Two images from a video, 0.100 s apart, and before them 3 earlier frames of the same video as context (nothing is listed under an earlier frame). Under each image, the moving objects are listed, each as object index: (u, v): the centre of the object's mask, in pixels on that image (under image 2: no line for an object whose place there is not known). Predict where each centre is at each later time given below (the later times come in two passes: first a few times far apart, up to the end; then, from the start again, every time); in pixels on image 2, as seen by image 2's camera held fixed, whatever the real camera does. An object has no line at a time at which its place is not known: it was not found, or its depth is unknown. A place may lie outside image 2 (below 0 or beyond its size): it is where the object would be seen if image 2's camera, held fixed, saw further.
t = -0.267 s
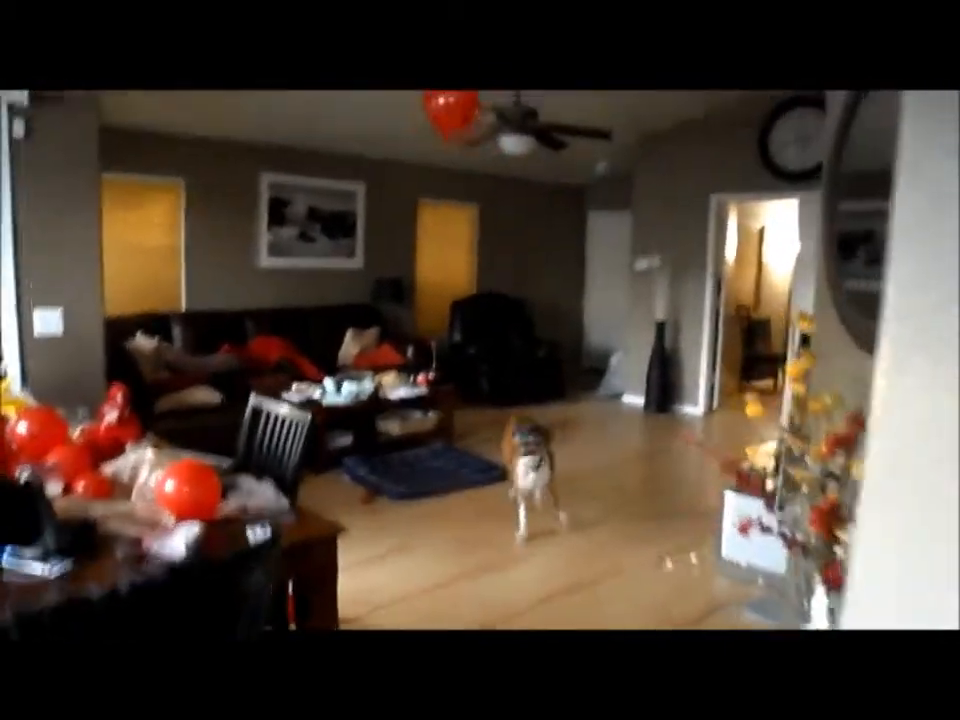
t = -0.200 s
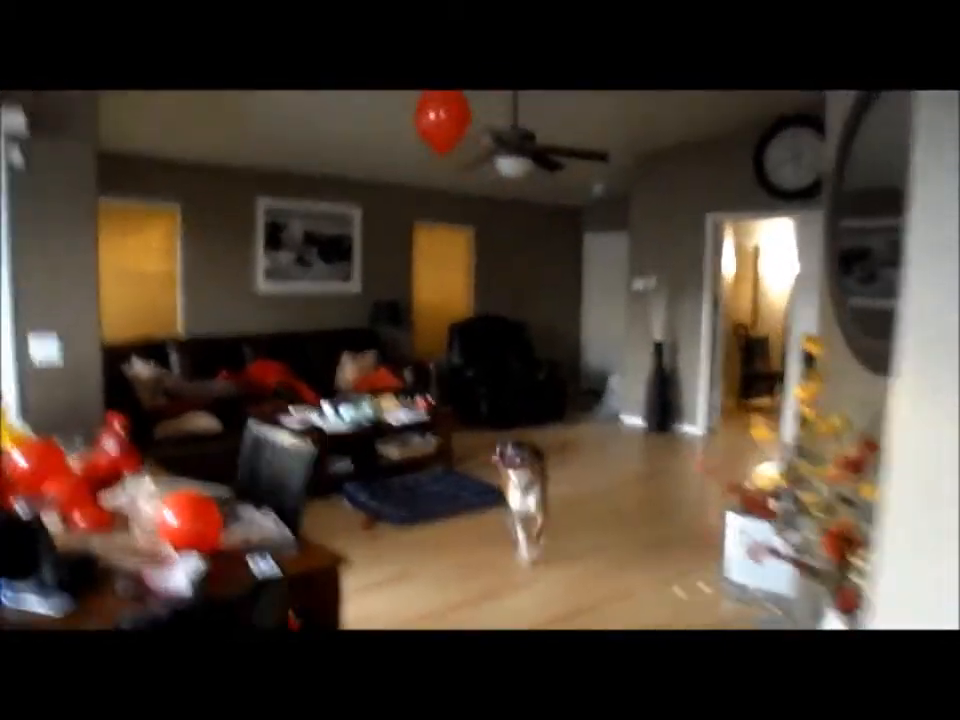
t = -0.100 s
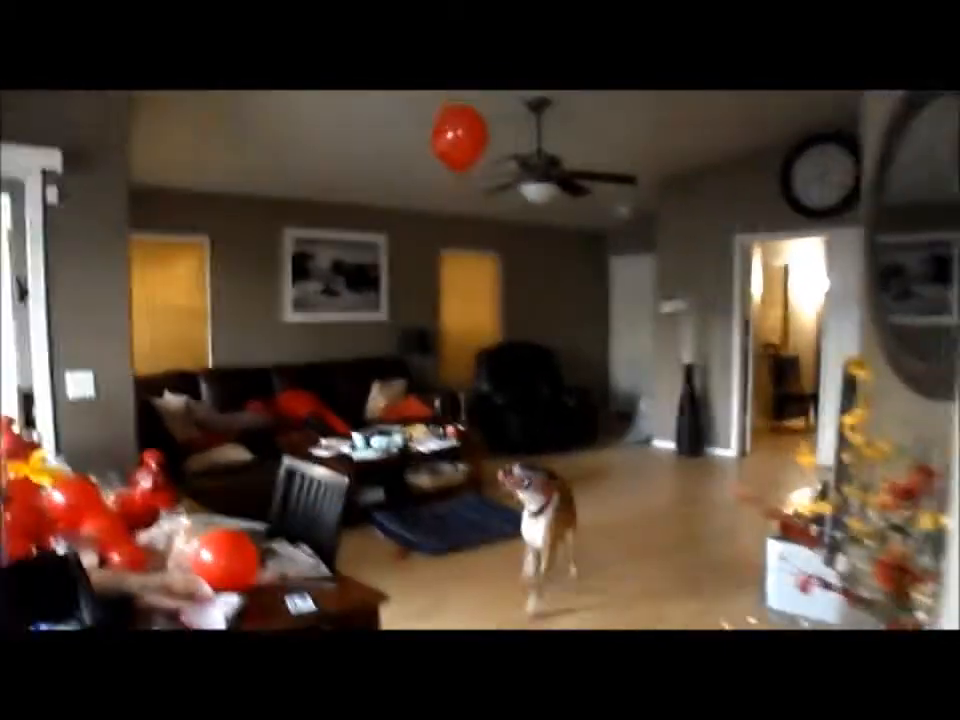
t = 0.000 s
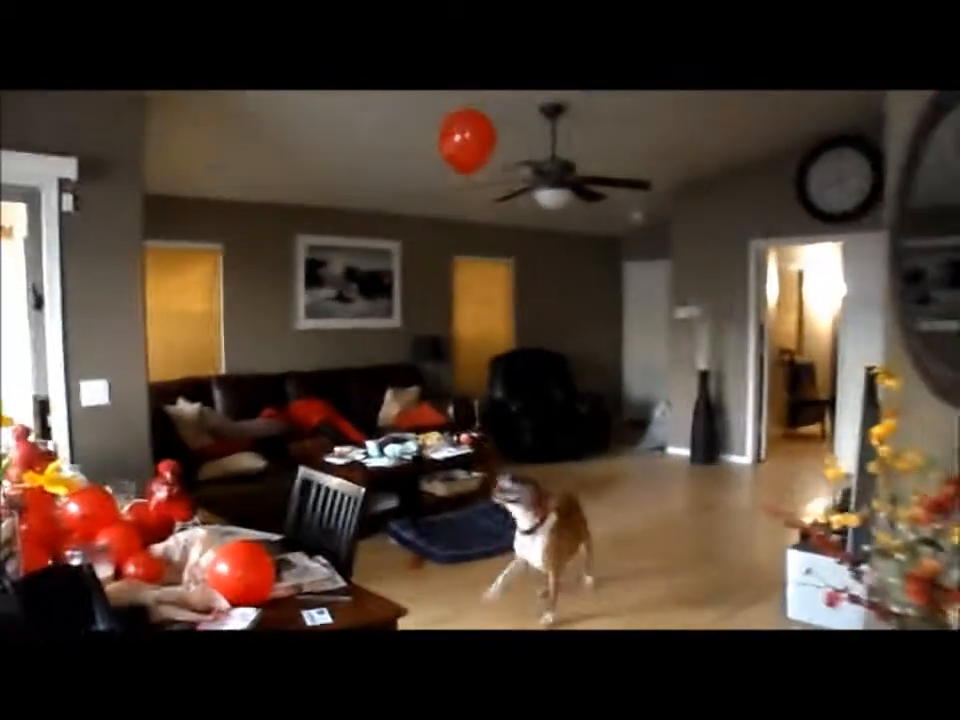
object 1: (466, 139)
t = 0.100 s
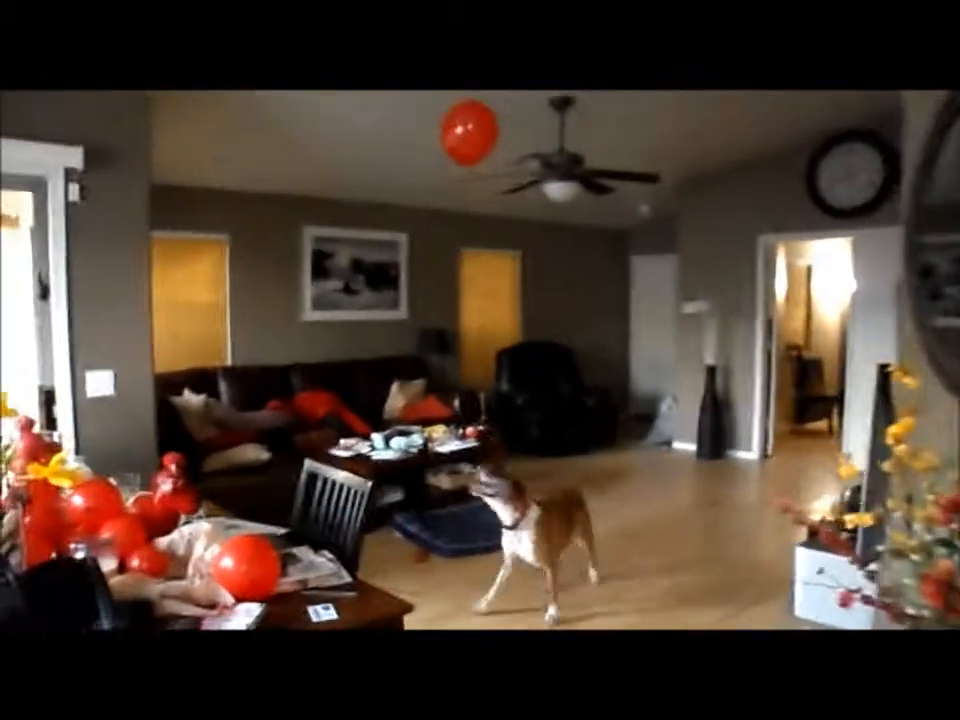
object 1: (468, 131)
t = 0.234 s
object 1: (460, 137)
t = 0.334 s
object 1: (454, 144)
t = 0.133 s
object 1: (466, 132)
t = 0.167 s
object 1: (464, 133)
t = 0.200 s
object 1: (463, 134)
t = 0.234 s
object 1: (460, 137)
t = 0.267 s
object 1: (458, 139)
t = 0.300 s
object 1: (456, 141)
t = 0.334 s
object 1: (454, 144)
